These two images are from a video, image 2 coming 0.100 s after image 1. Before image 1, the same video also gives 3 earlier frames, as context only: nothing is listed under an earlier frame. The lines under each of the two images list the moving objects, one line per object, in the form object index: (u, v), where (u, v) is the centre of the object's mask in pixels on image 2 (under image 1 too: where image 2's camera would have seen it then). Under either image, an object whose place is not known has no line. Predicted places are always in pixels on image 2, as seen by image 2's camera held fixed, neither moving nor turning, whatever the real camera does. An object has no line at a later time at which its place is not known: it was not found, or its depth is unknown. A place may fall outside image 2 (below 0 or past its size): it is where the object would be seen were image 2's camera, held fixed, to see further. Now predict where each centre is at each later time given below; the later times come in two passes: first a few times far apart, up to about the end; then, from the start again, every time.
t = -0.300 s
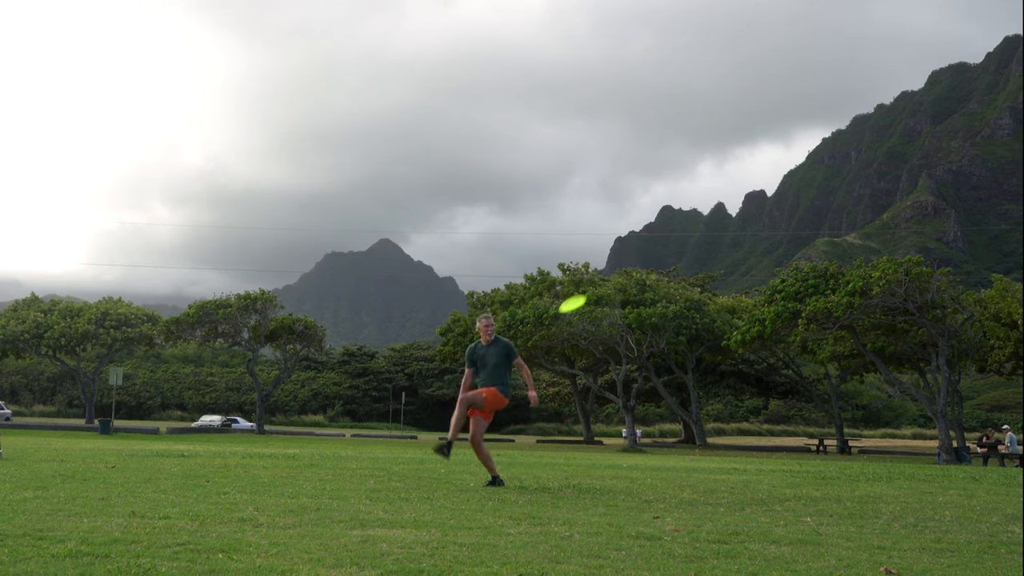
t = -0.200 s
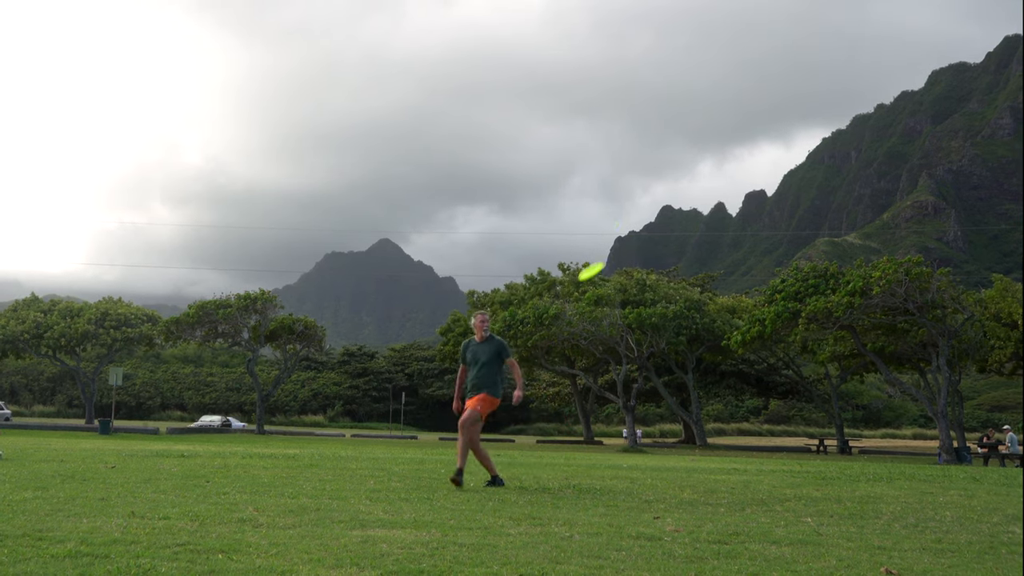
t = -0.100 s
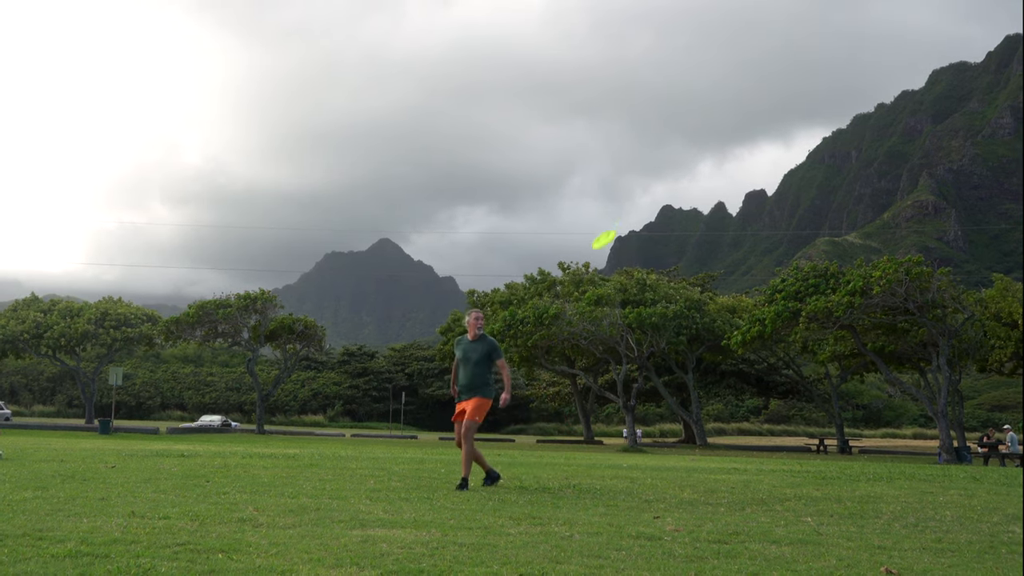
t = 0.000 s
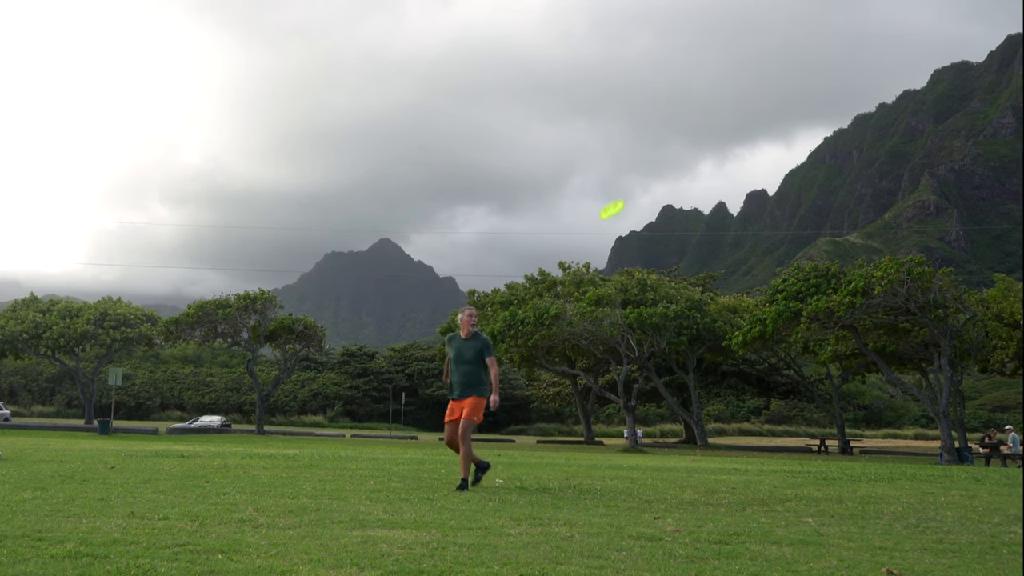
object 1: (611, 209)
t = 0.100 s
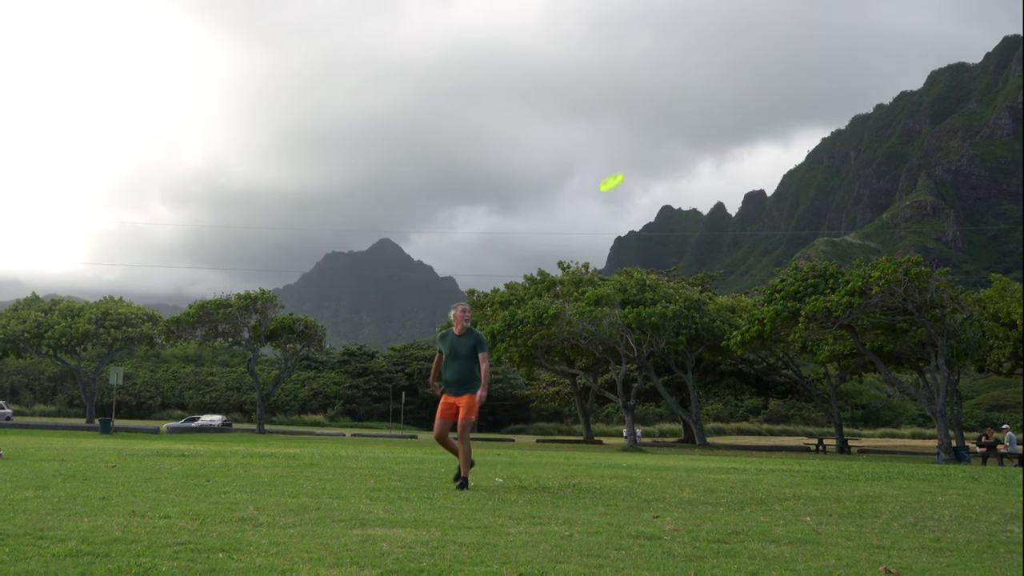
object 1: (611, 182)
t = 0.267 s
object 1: (602, 146)
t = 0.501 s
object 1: (571, 119)
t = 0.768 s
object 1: (510, 121)
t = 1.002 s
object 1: (433, 149)
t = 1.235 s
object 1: (336, 201)
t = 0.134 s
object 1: (610, 174)
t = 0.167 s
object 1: (609, 166)
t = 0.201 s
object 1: (607, 159)
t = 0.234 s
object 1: (605, 152)
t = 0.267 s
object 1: (602, 146)
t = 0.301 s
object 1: (600, 141)
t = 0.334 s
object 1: (596, 136)
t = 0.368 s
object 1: (592, 132)
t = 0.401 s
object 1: (587, 128)
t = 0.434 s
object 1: (582, 124)
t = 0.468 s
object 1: (577, 122)
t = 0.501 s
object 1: (571, 119)
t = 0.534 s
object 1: (565, 118)
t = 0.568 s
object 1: (558, 117)
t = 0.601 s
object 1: (552, 116)
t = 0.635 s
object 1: (544, 116)
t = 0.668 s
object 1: (536, 116)
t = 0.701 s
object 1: (528, 117)
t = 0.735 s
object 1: (519, 119)
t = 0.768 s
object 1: (510, 121)
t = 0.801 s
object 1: (500, 123)
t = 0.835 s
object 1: (490, 126)
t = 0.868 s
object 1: (480, 130)
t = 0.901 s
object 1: (468, 134)
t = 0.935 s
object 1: (457, 138)
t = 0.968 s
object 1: (446, 143)
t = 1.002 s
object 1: (433, 149)
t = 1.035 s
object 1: (420, 155)
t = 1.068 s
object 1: (407, 161)
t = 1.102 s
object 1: (393, 168)
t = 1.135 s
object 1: (379, 176)
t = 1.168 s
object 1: (365, 184)
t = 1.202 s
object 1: (351, 192)
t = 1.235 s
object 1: (336, 201)
